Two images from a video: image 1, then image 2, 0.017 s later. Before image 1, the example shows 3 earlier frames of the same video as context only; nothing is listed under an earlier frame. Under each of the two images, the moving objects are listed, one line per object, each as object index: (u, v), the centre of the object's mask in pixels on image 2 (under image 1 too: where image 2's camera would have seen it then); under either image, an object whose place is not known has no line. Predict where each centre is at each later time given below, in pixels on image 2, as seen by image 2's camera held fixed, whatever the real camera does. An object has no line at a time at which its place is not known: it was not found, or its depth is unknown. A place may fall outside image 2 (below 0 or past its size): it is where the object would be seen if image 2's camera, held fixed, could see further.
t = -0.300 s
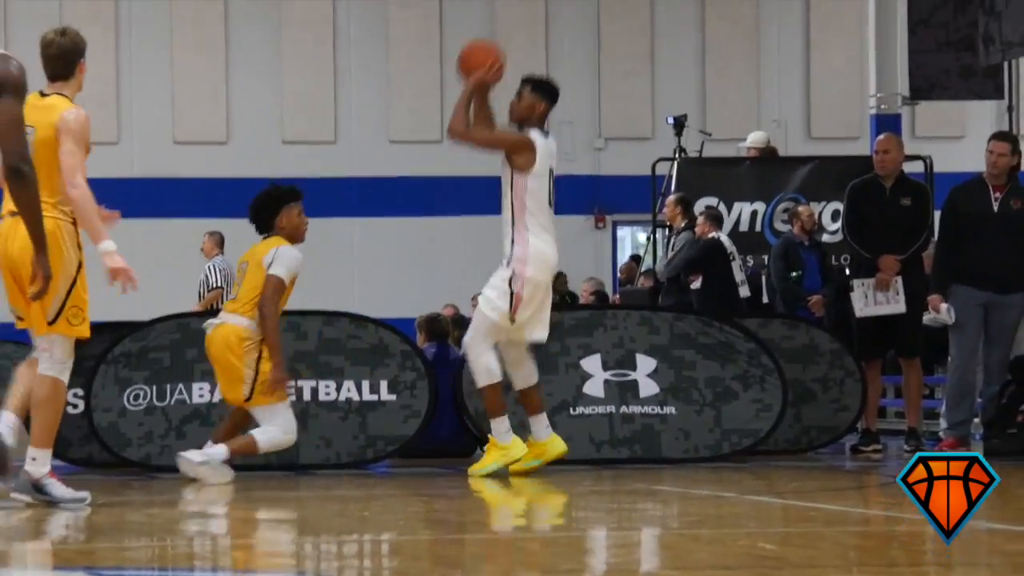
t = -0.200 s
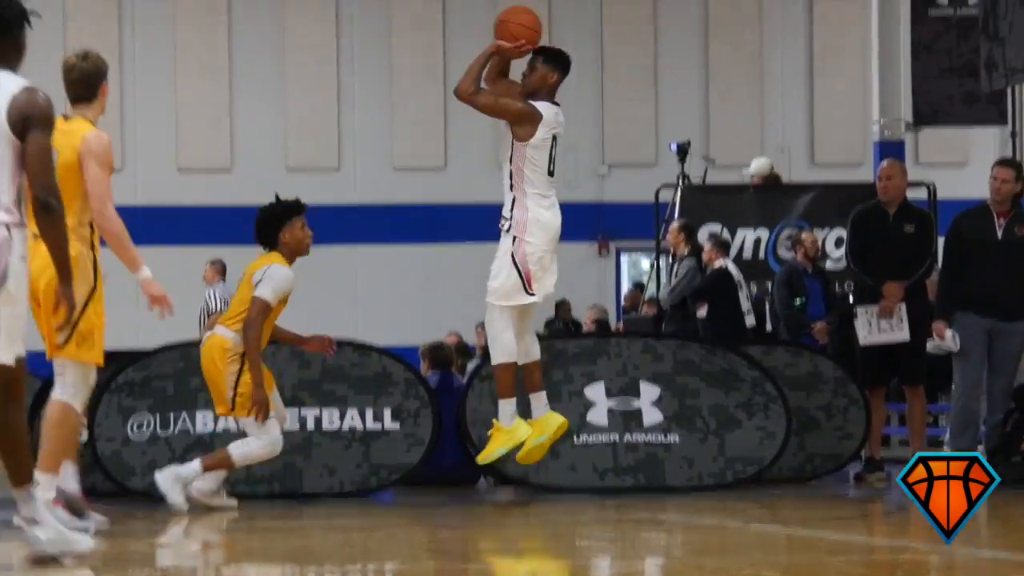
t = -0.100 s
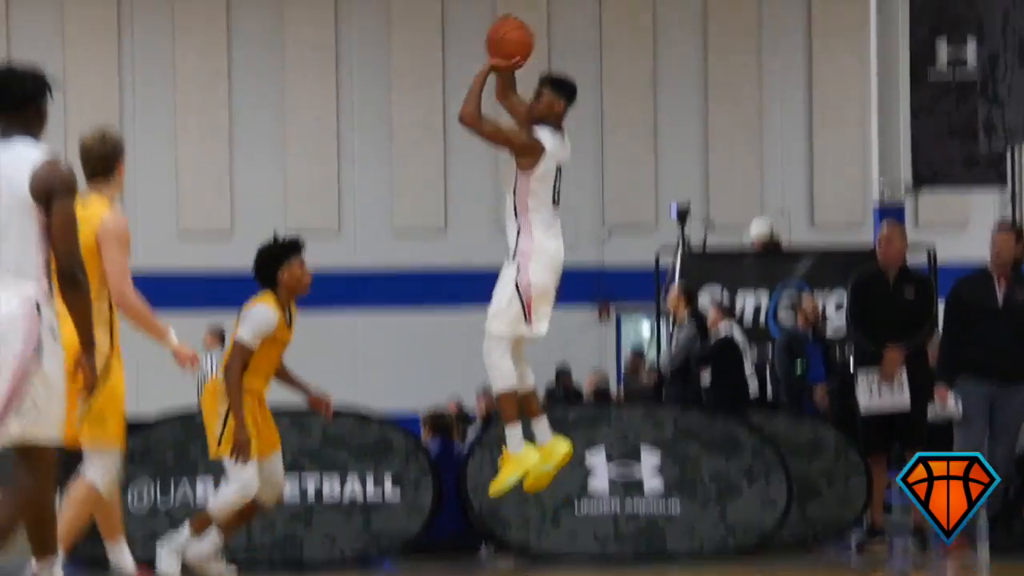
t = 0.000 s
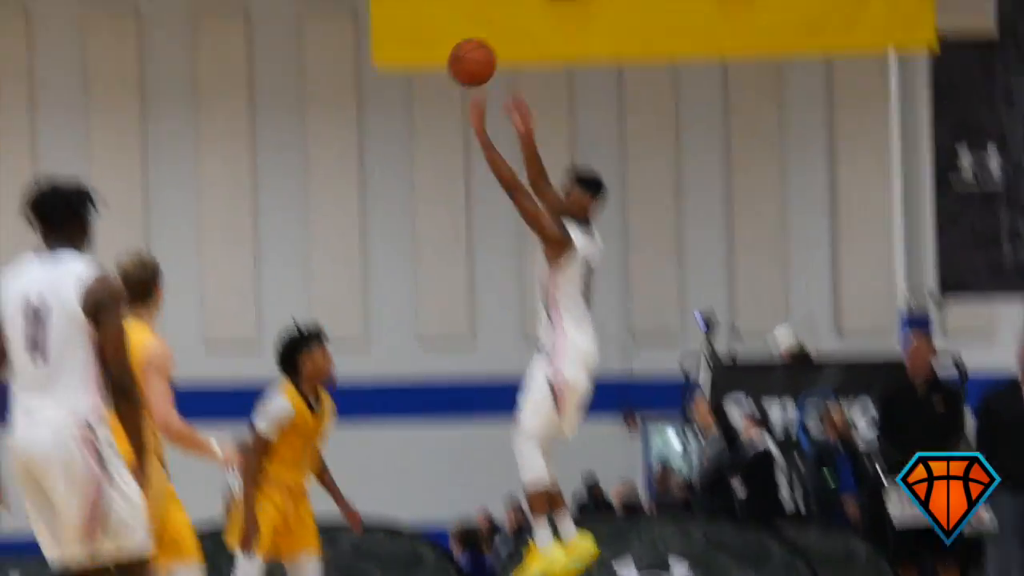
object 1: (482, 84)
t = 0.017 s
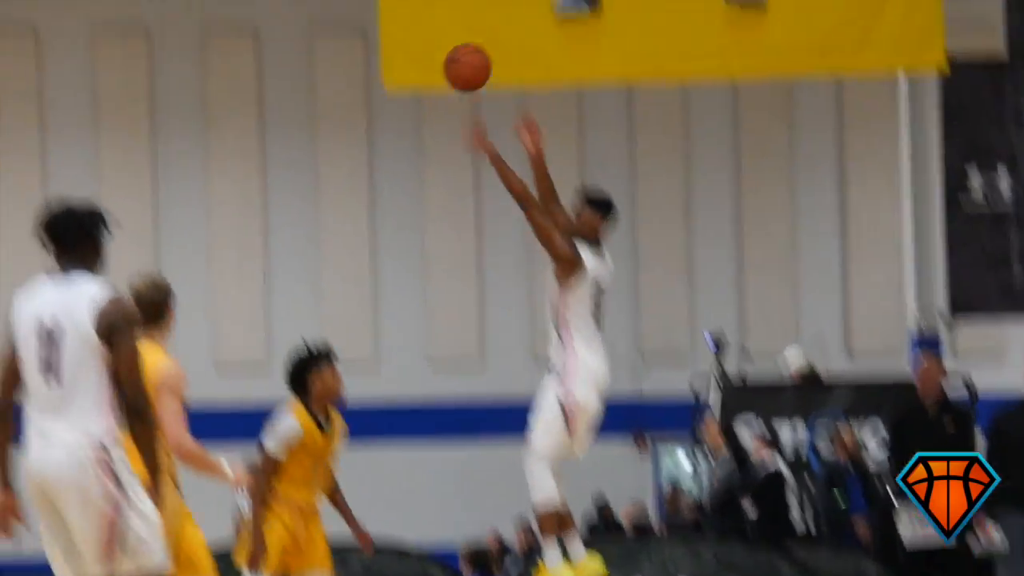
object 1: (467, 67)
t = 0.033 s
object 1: (453, 51)
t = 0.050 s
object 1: (438, 35)
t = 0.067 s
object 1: (424, 21)
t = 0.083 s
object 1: (409, 6)
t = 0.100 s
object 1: (394, -8)
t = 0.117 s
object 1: (379, -22)
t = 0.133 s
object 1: (364, -35)
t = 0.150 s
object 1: (351, -47)
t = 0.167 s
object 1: (335, -58)
